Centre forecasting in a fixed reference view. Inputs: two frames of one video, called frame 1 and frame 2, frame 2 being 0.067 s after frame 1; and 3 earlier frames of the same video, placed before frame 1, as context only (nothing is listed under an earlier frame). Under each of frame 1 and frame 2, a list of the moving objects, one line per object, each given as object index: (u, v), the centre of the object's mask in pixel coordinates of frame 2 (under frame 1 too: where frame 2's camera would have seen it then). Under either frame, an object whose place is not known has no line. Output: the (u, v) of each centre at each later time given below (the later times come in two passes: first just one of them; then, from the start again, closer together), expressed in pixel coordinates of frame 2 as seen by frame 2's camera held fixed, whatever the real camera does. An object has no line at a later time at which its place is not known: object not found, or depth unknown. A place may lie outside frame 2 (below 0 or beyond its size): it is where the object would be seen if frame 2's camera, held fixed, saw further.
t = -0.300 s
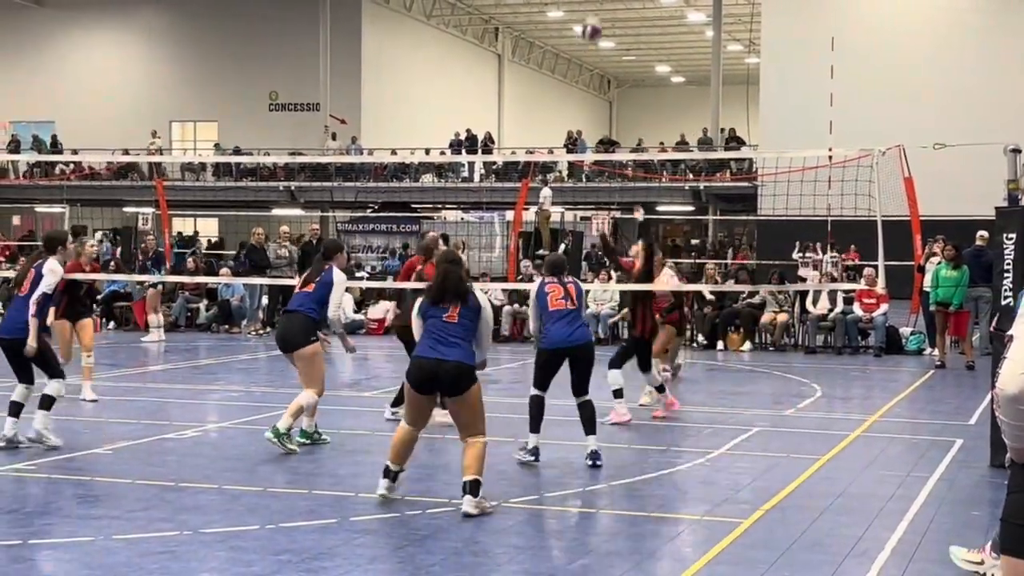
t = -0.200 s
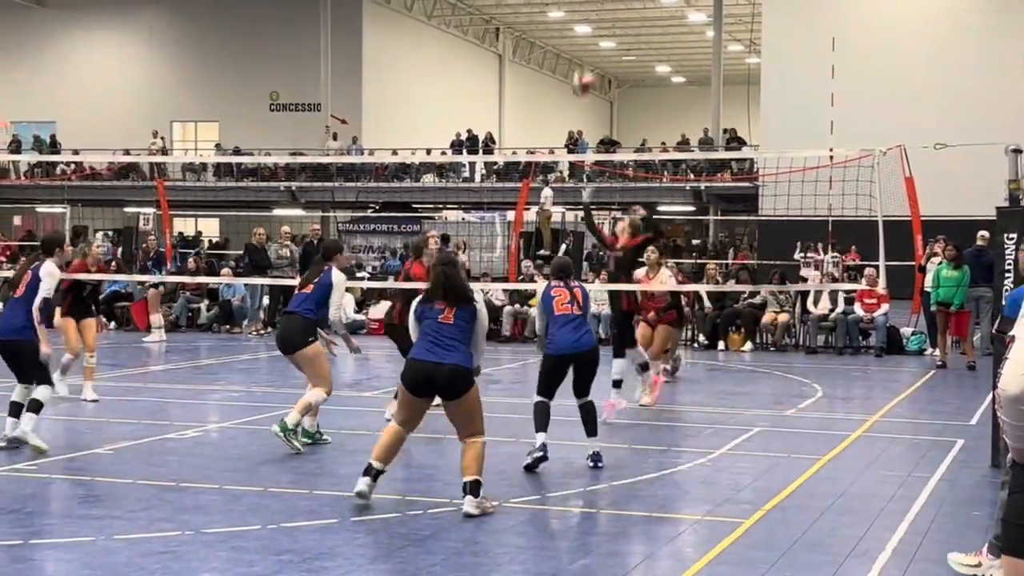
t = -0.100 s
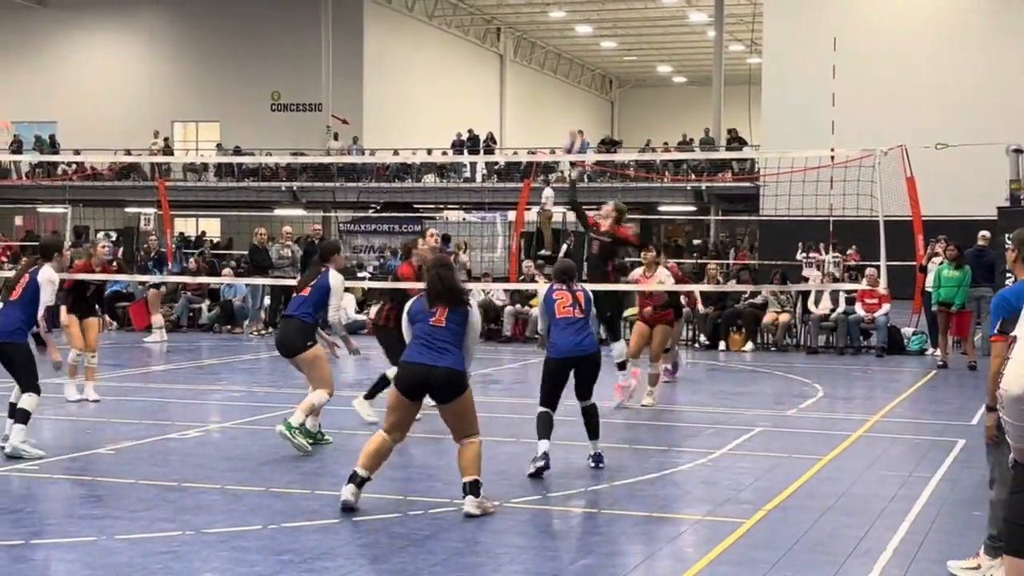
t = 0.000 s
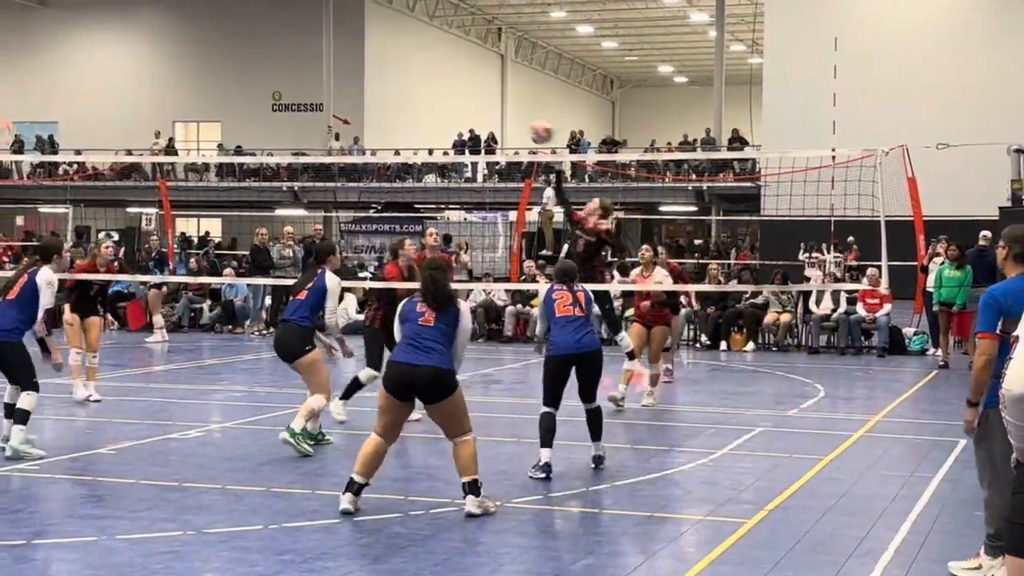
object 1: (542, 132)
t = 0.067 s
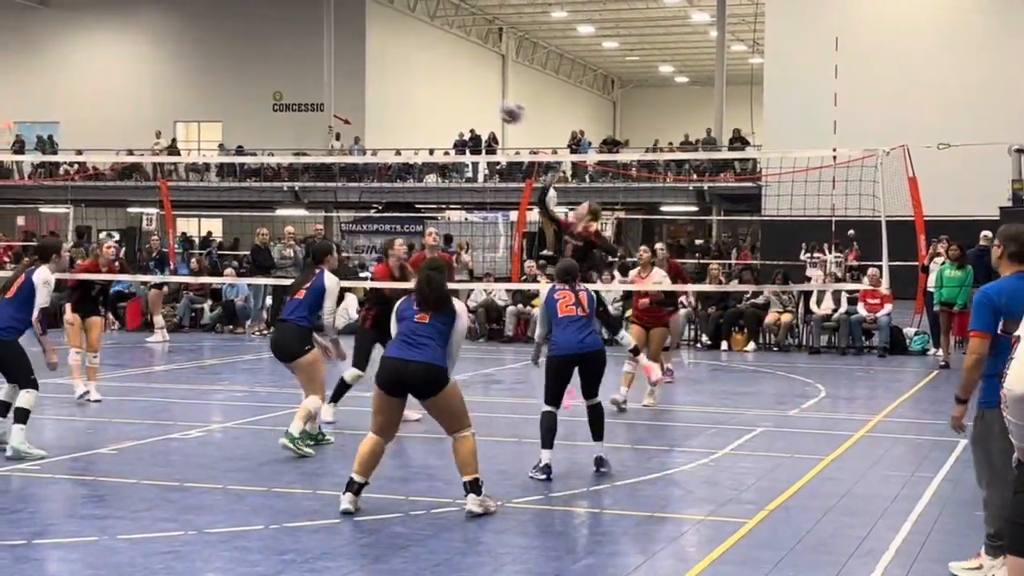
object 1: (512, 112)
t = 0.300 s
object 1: (397, 75)
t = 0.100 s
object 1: (497, 105)
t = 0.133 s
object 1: (479, 96)
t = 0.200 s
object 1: (448, 85)
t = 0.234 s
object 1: (430, 80)
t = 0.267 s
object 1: (416, 79)
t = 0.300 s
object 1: (397, 75)
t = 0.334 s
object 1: (380, 76)
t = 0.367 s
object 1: (363, 76)
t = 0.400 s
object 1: (345, 79)
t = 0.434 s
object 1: (327, 84)
